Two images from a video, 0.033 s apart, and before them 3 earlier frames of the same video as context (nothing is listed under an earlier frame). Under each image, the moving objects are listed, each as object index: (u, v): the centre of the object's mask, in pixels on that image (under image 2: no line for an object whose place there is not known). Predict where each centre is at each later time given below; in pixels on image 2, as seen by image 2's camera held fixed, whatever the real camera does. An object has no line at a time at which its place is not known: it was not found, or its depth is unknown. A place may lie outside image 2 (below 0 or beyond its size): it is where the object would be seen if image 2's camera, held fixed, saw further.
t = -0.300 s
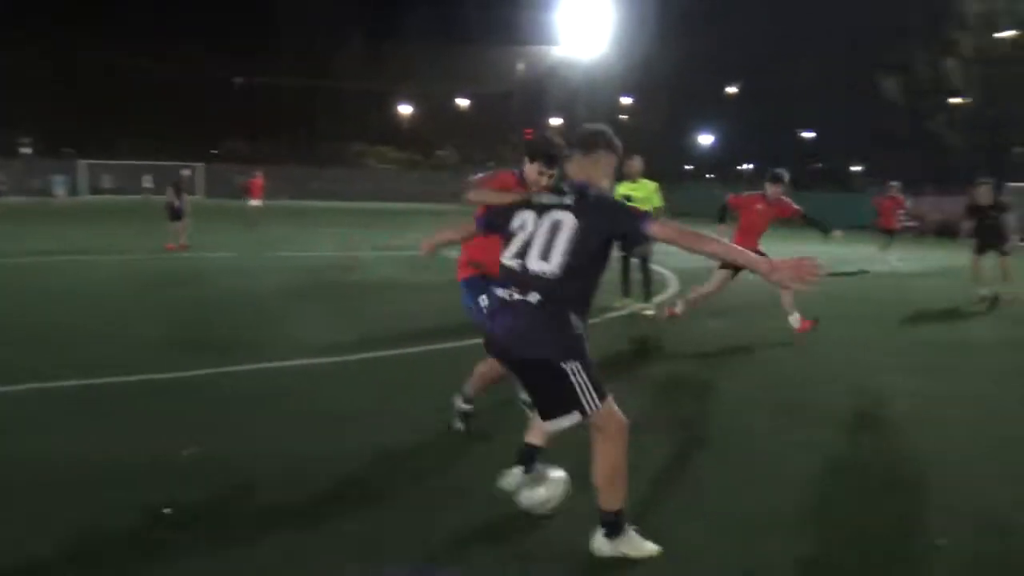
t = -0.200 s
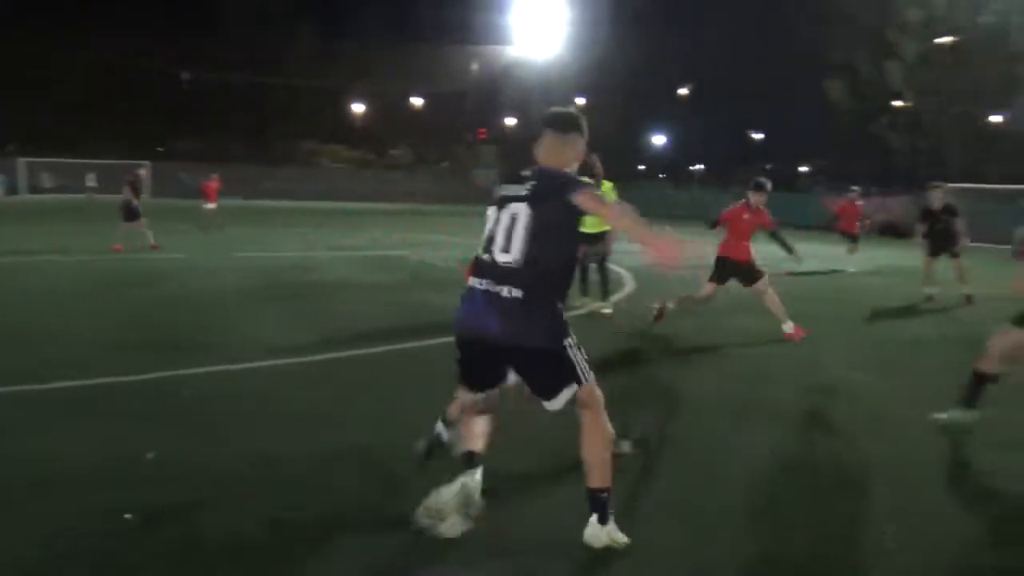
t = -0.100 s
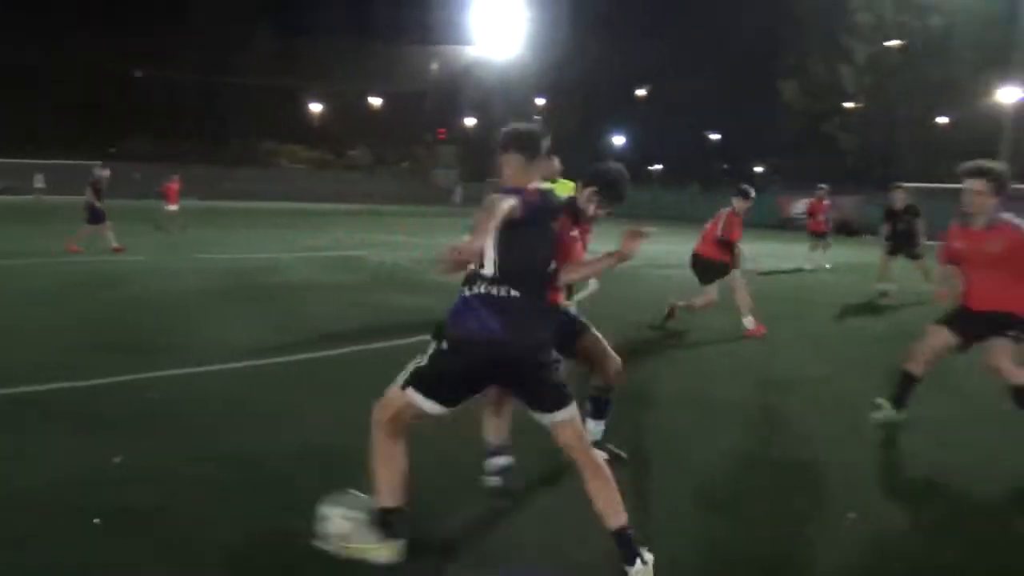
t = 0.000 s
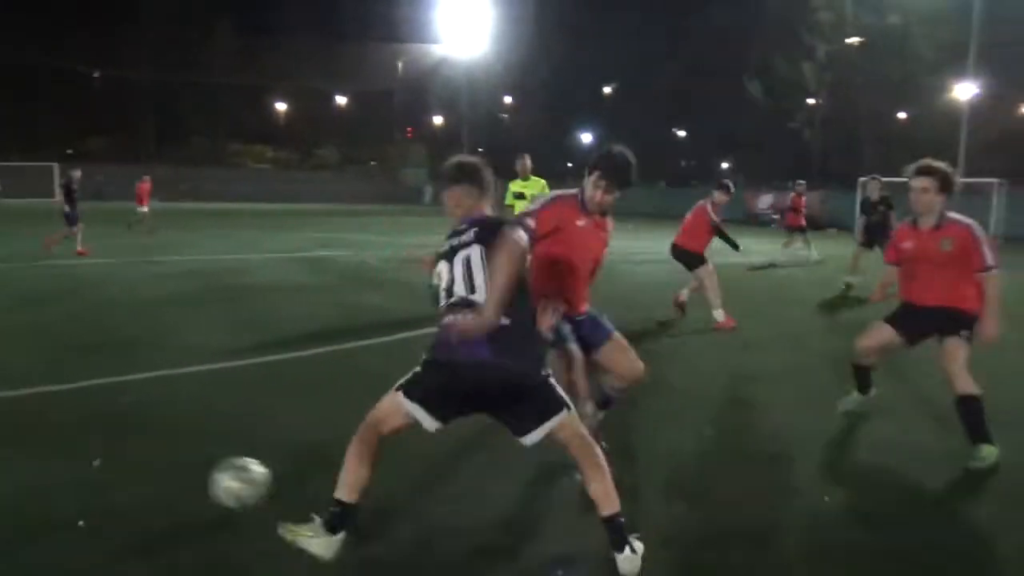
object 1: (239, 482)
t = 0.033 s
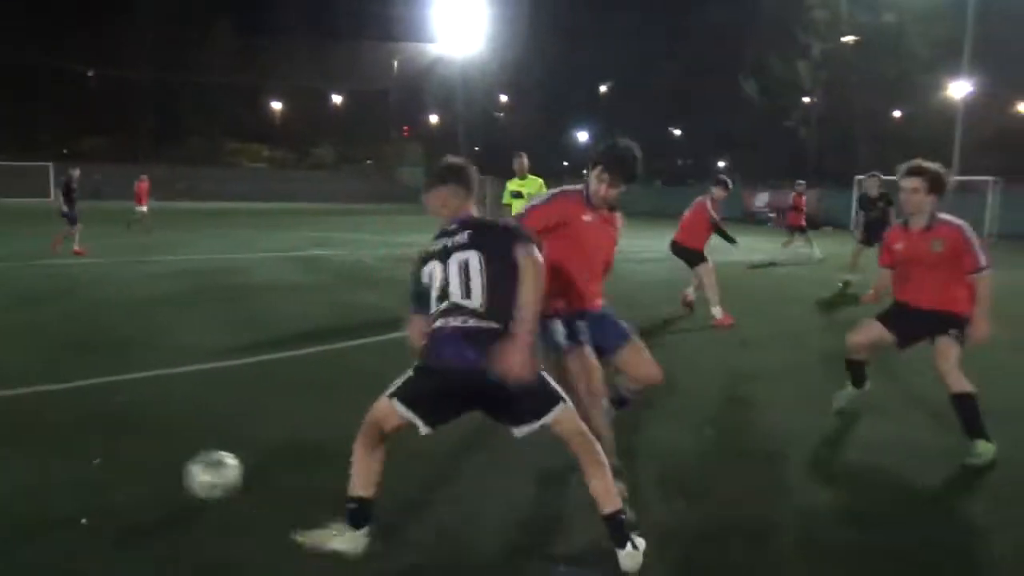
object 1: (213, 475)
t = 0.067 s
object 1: (191, 469)
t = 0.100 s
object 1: (174, 458)
